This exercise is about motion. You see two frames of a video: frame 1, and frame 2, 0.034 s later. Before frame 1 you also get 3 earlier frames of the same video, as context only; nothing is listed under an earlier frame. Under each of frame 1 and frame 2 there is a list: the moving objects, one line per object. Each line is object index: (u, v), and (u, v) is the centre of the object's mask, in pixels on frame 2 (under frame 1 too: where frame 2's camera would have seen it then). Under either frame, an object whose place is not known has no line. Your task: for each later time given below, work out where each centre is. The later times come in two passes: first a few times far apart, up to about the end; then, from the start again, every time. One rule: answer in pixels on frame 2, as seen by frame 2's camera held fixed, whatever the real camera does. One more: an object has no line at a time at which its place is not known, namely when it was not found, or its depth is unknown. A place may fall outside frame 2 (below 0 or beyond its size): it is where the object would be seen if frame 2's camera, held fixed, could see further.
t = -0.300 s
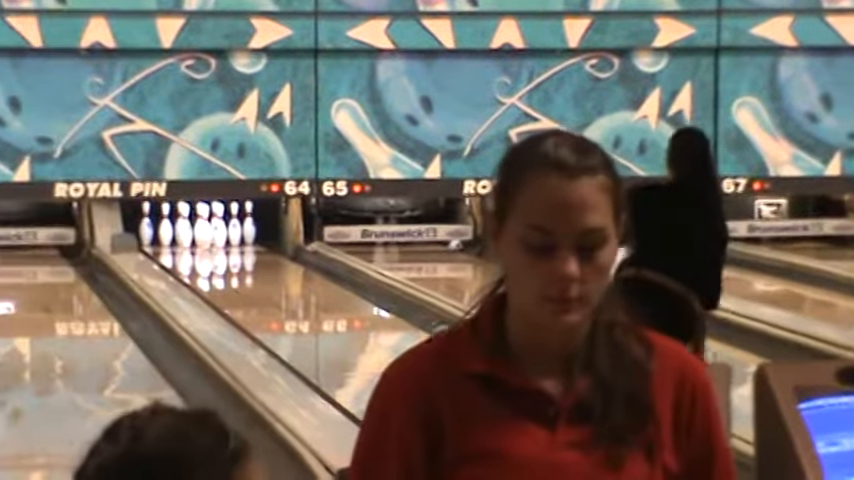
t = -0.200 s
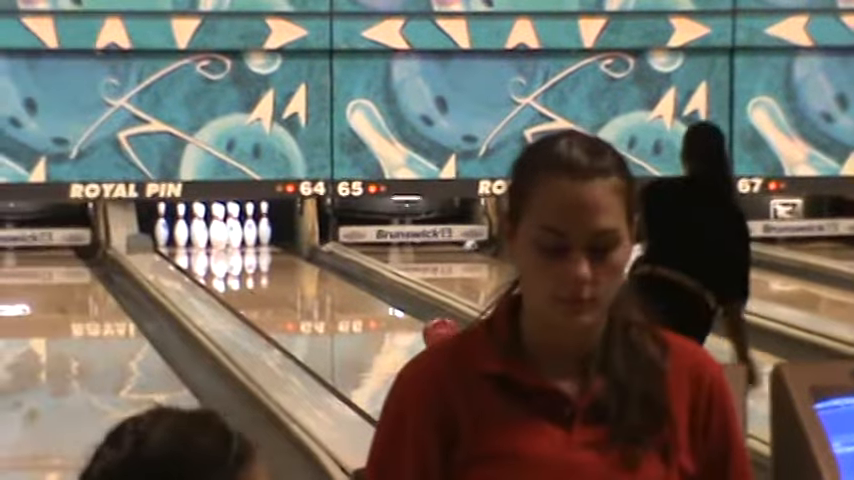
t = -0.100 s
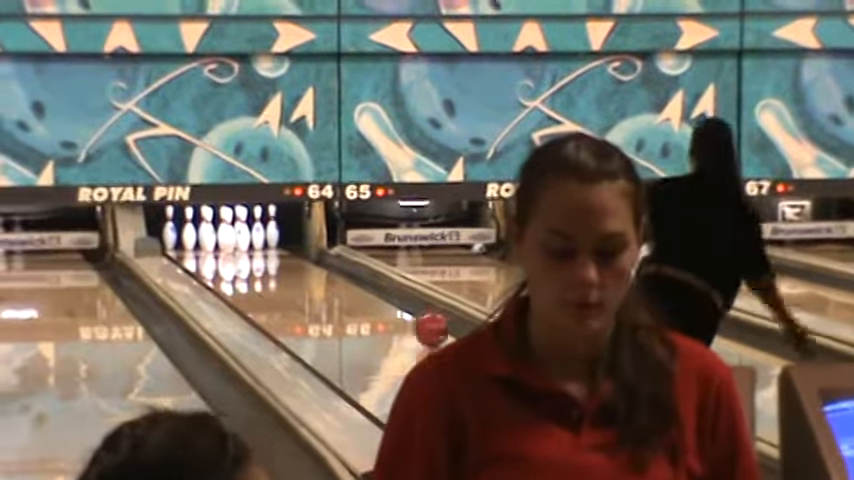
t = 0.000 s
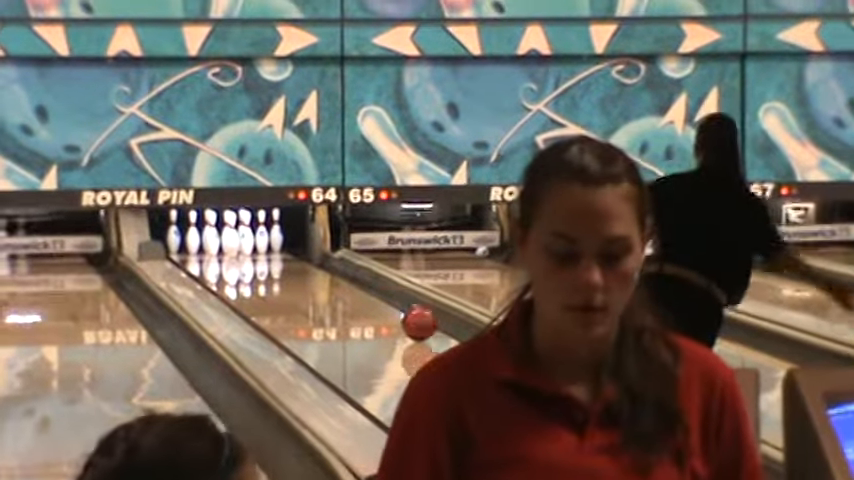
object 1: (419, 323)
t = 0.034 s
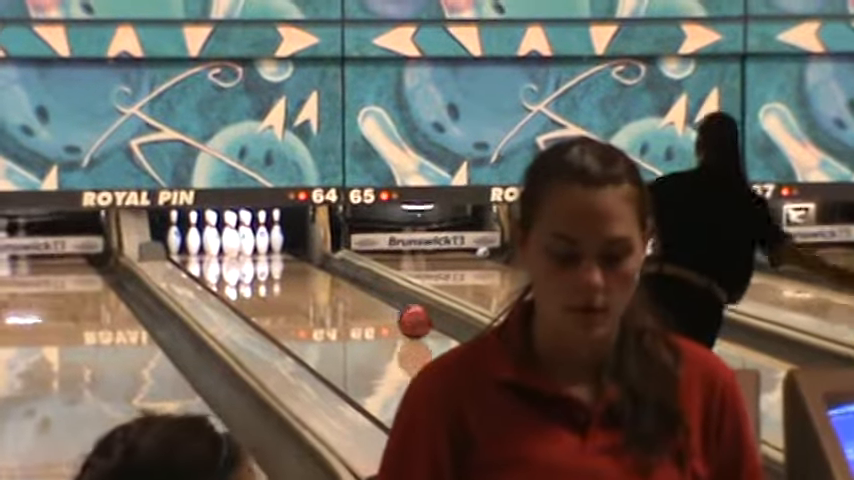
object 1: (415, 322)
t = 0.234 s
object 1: (386, 307)
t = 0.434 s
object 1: (358, 292)
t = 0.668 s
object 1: (331, 278)
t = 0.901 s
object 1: (307, 265)
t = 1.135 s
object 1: (281, 255)
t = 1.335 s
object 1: (257, 249)
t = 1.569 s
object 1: (238, 243)
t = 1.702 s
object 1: (237, 242)
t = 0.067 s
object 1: (409, 319)
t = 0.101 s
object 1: (404, 316)
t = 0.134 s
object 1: (399, 313)
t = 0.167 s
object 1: (393, 311)
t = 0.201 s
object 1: (390, 309)
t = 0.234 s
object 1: (386, 307)
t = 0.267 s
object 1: (381, 303)
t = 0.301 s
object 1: (376, 300)
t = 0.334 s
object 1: (371, 299)
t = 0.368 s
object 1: (367, 297)
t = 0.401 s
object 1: (364, 296)
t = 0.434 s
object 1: (358, 292)
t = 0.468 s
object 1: (355, 290)
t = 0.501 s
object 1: (351, 287)
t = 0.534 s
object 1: (347, 285)
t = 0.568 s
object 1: (342, 283)
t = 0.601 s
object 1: (338, 281)
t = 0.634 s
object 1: (334, 281)
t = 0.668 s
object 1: (331, 278)
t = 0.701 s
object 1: (327, 277)
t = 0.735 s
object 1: (326, 275)
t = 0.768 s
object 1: (321, 273)
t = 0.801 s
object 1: (316, 270)
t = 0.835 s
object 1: (312, 269)
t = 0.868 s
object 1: (308, 267)
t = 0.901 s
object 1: (307, 265)
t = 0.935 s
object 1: (302, 265)
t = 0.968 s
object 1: (299, 264)
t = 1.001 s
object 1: (295, 261)
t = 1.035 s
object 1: (291, 259)
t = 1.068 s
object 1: (290, 258)
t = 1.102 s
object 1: (285, 257)
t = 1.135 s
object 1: (281, 255)
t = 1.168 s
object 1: (278, 255)
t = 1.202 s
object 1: (272, 254)
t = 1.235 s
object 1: (268, 252)
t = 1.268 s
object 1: (265, 251)
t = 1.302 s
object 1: (260, 250)
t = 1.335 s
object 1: (257, 249)
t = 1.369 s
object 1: (251, 248)
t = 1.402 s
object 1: (248, 247)
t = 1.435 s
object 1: (244, 247)
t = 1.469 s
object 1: (243, 245)
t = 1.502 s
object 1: (243, 244)
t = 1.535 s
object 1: (240, 244)
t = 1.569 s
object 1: (238, 243)
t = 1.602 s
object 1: (236, 244)
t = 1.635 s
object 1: (237, 244)
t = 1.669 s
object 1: (237, 243)
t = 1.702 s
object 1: (237, 242)
